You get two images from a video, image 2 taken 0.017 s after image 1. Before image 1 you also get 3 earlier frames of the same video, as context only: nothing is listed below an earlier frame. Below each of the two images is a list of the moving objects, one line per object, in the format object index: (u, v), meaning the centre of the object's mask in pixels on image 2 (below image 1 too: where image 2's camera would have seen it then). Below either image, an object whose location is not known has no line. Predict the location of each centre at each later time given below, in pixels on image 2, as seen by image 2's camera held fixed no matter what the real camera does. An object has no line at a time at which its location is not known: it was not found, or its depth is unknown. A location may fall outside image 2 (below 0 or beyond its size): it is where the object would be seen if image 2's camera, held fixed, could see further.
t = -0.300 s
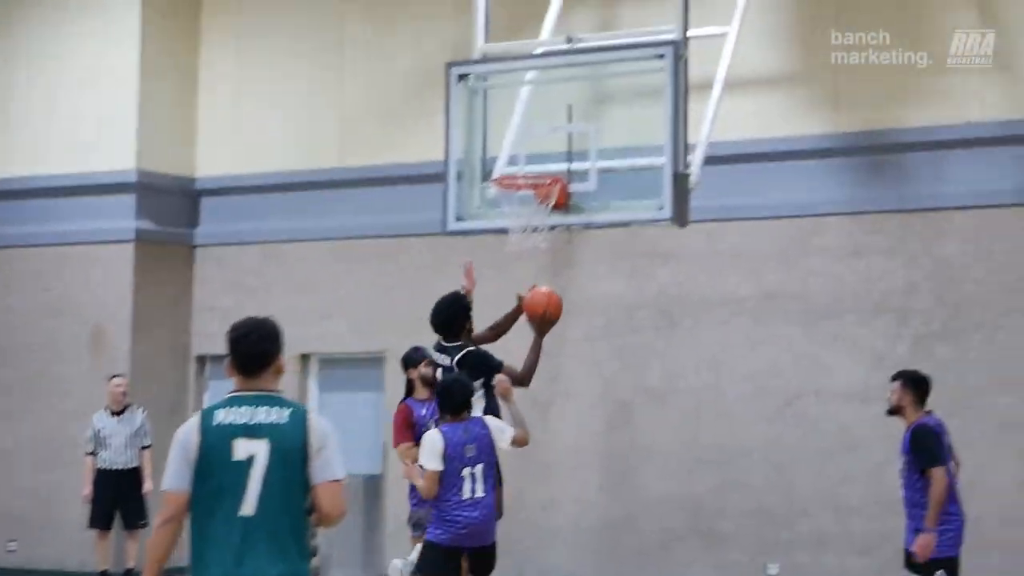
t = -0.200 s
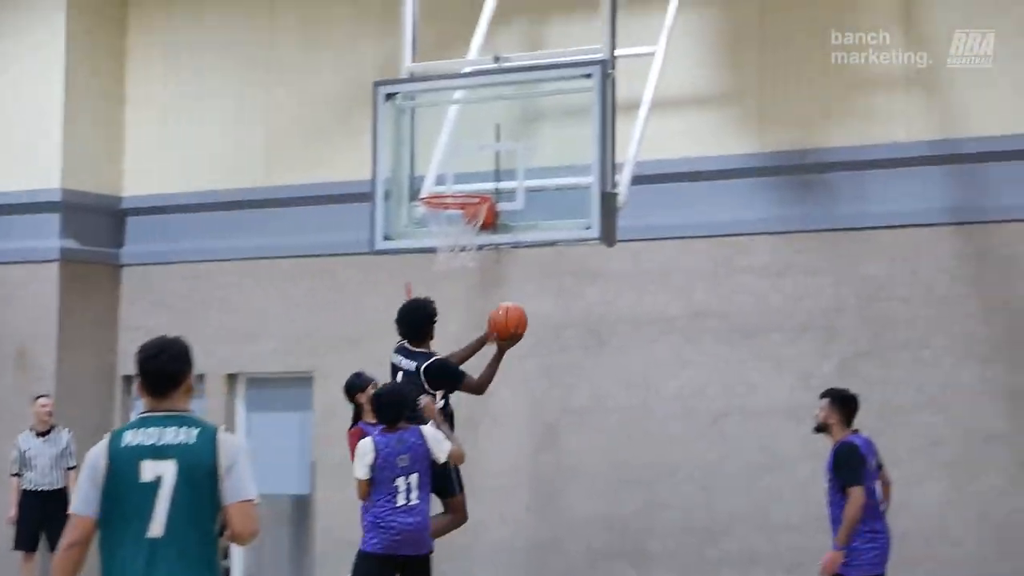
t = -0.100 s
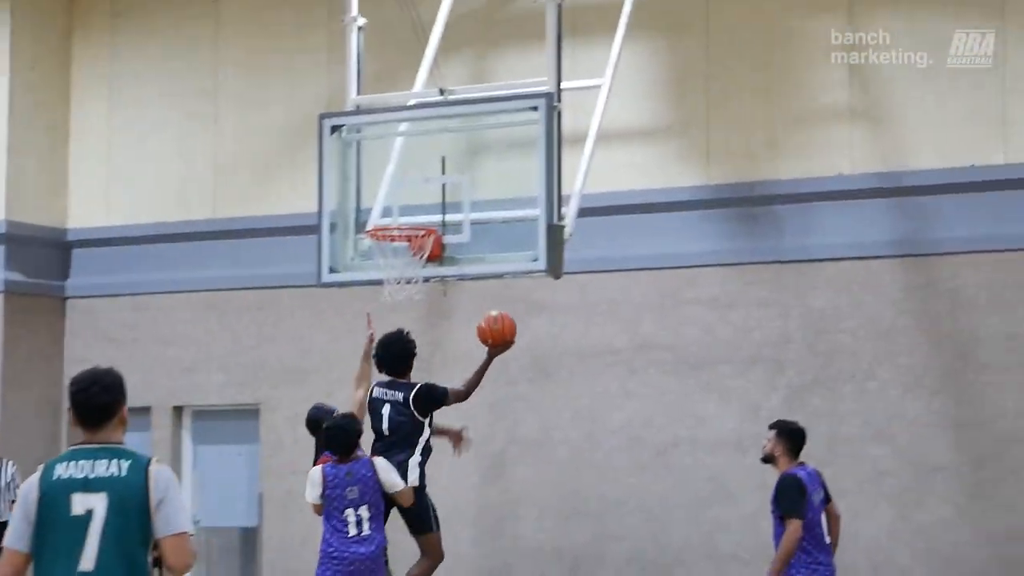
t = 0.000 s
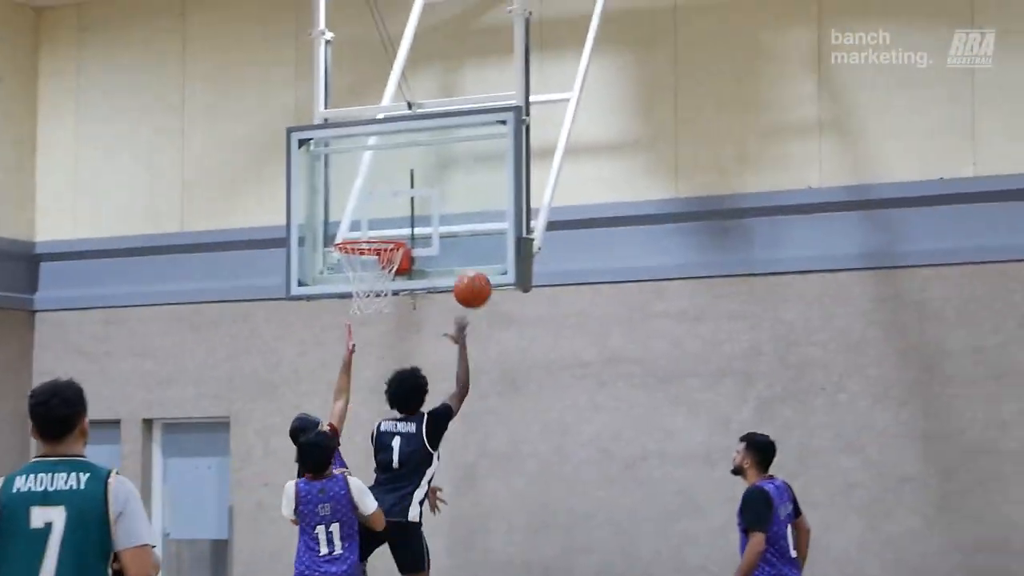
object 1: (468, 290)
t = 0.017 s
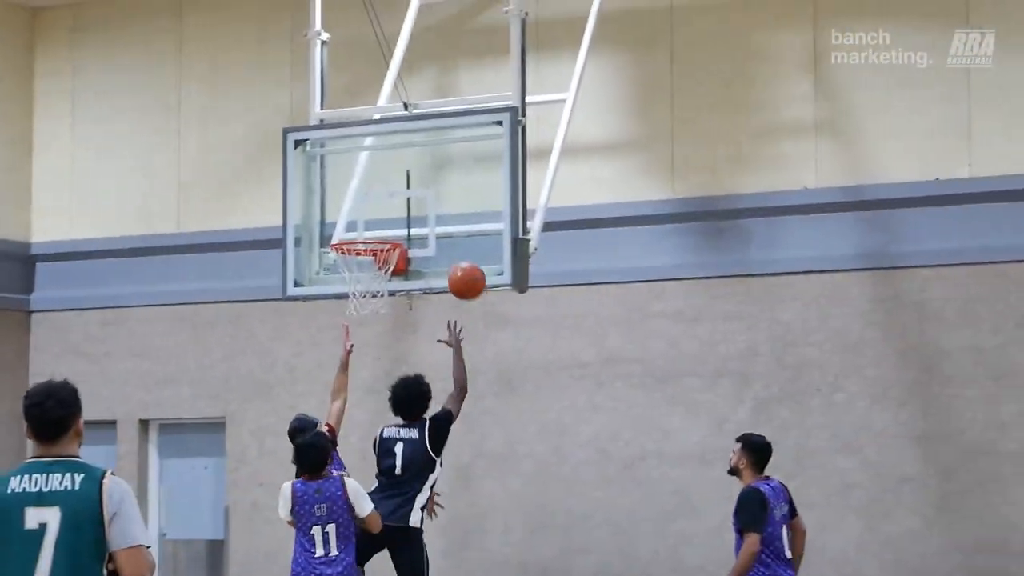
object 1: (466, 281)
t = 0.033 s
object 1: (466, 273)
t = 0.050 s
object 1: (464, 264)
